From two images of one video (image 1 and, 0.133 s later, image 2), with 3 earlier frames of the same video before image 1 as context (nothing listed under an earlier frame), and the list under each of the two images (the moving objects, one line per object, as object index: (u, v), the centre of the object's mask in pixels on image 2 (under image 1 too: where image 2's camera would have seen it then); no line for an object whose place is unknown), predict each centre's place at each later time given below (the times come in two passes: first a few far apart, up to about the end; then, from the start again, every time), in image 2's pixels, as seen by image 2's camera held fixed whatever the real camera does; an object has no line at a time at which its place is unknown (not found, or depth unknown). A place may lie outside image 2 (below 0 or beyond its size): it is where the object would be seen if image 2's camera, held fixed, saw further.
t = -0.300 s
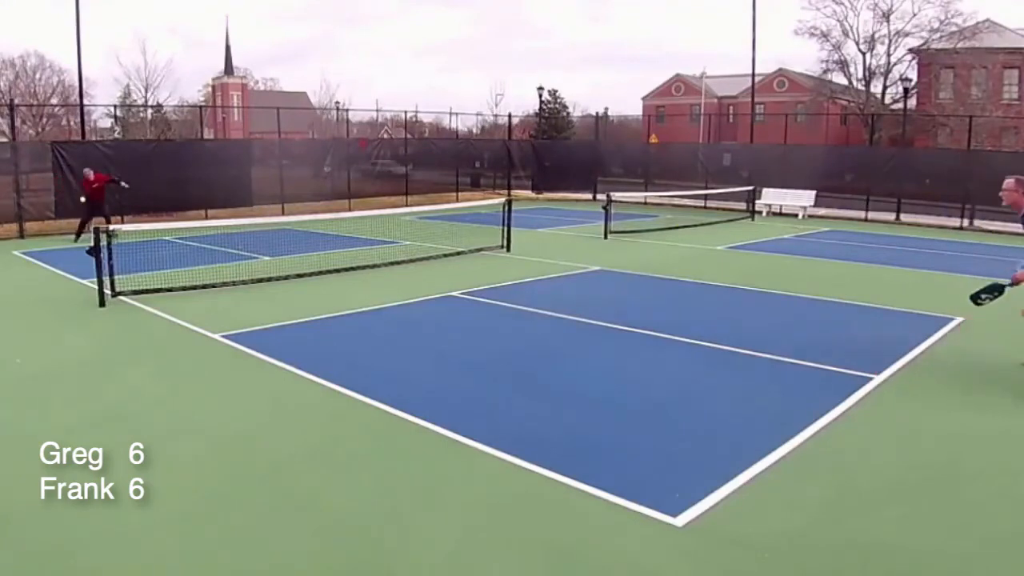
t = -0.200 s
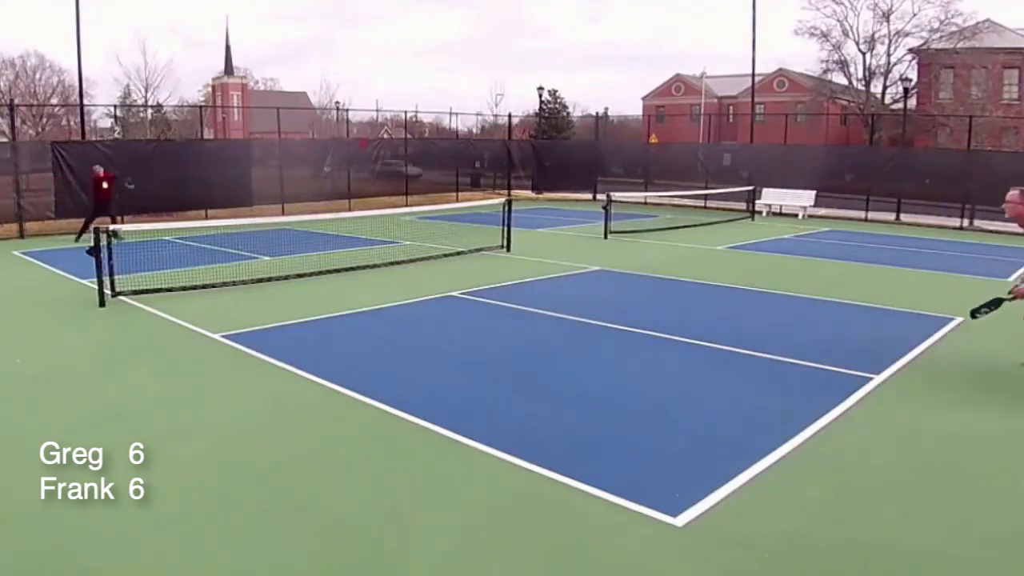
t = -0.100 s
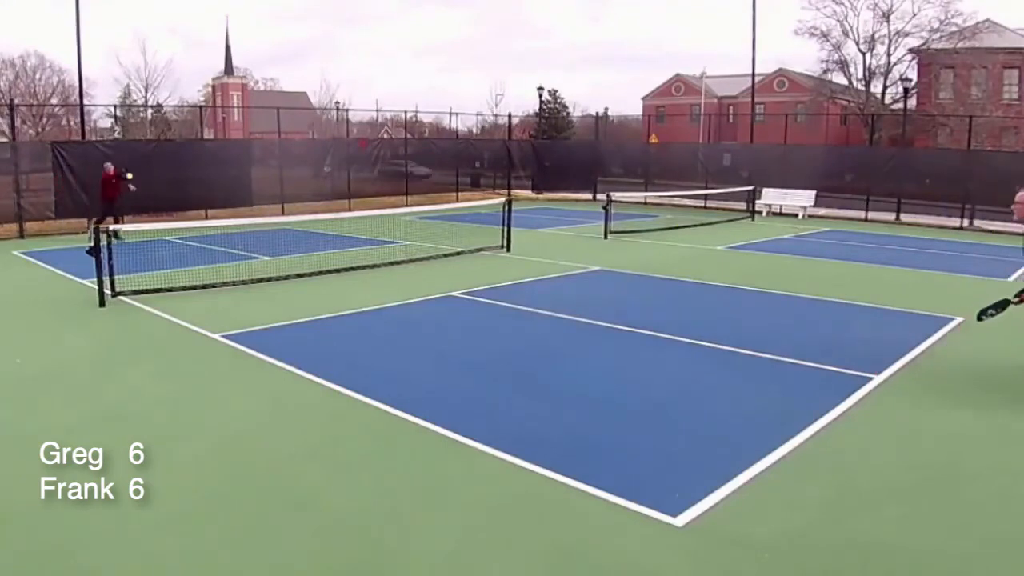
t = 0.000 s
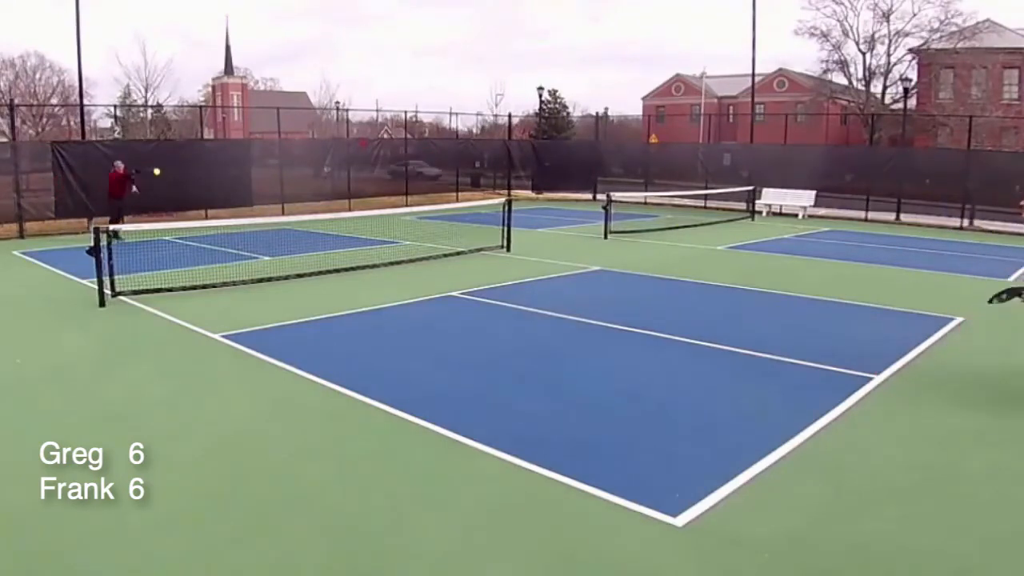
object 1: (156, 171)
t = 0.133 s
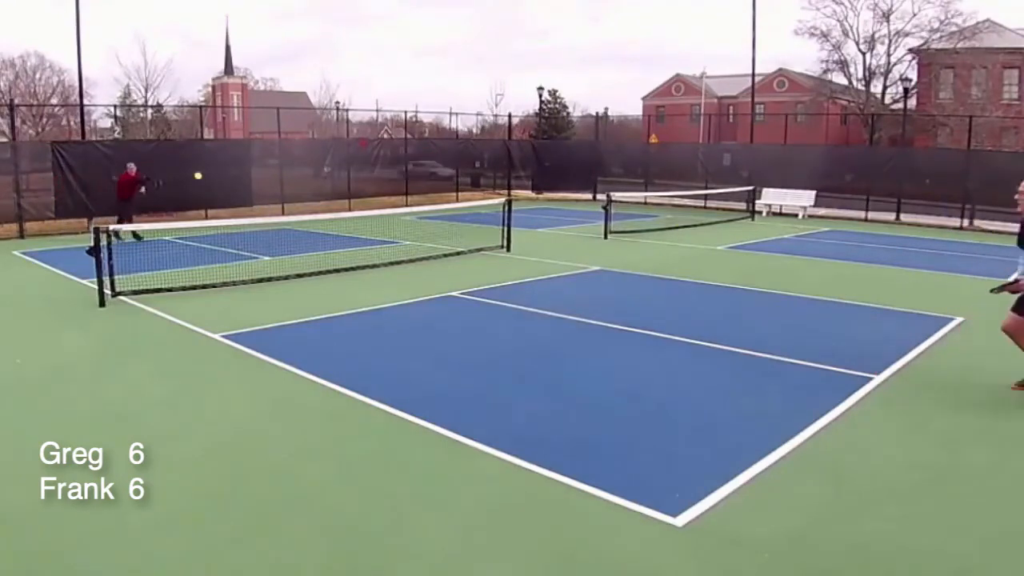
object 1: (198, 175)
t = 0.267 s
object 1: (247, 196)
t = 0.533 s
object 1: (383, 312)
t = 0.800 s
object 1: (517, 339)
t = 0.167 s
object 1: (209, 179)
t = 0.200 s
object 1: (222, 183)
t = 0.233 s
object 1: (234, 189)
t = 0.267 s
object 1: (247, 196)
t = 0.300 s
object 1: (261, 204)
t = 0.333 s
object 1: (277, 213)
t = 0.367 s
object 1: (292, 225)
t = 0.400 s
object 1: (308, 238)
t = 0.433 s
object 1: (325, 253)
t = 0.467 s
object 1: (343, 270)
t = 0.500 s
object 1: (362, 290)
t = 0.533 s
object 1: (383, 312)
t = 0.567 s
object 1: (405, 337)
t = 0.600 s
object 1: (427, 365)
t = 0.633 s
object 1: (444, 369)
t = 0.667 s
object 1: (457, 361)
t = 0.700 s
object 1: (471, 353)
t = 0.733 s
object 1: (485, 347)
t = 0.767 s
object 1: (501, 343)
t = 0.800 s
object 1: (517, 339)
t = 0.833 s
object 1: (534, 338)
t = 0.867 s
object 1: (552, 338)
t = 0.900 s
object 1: (571, 340)
